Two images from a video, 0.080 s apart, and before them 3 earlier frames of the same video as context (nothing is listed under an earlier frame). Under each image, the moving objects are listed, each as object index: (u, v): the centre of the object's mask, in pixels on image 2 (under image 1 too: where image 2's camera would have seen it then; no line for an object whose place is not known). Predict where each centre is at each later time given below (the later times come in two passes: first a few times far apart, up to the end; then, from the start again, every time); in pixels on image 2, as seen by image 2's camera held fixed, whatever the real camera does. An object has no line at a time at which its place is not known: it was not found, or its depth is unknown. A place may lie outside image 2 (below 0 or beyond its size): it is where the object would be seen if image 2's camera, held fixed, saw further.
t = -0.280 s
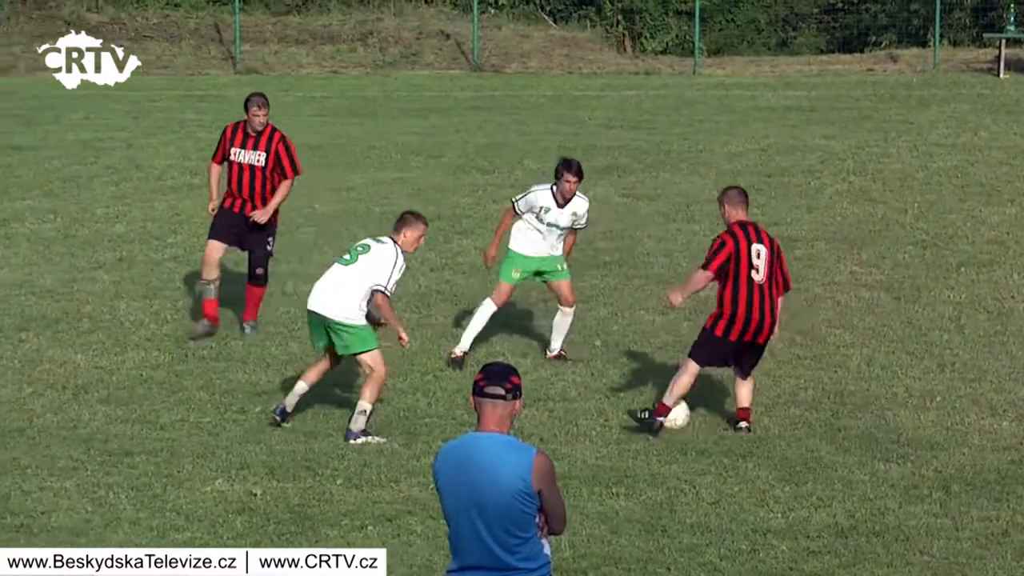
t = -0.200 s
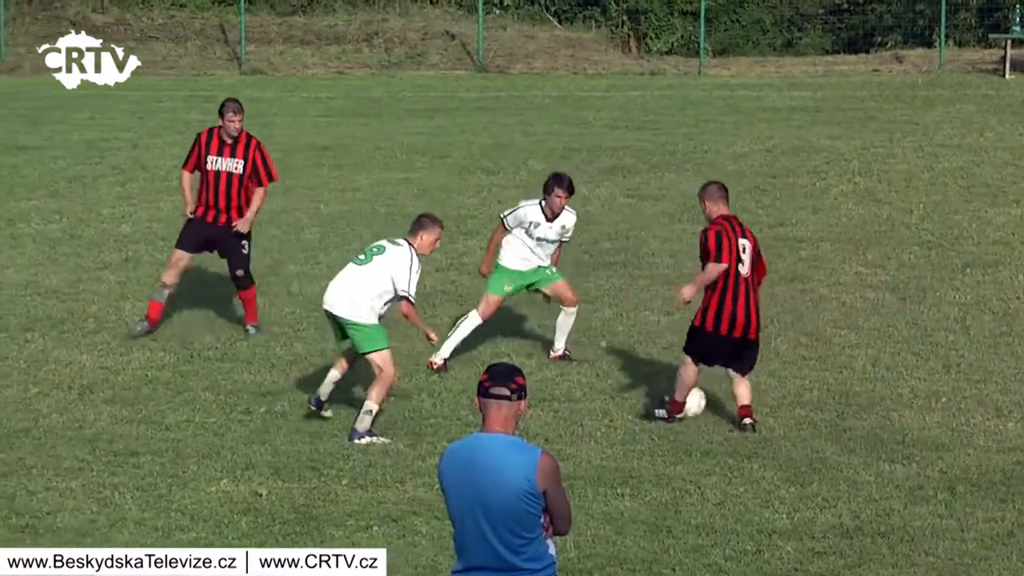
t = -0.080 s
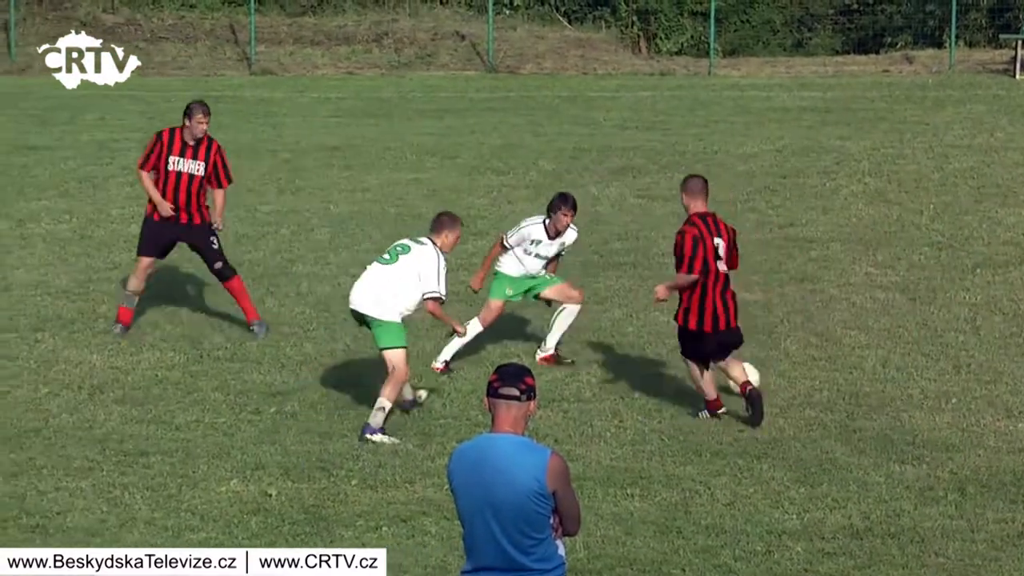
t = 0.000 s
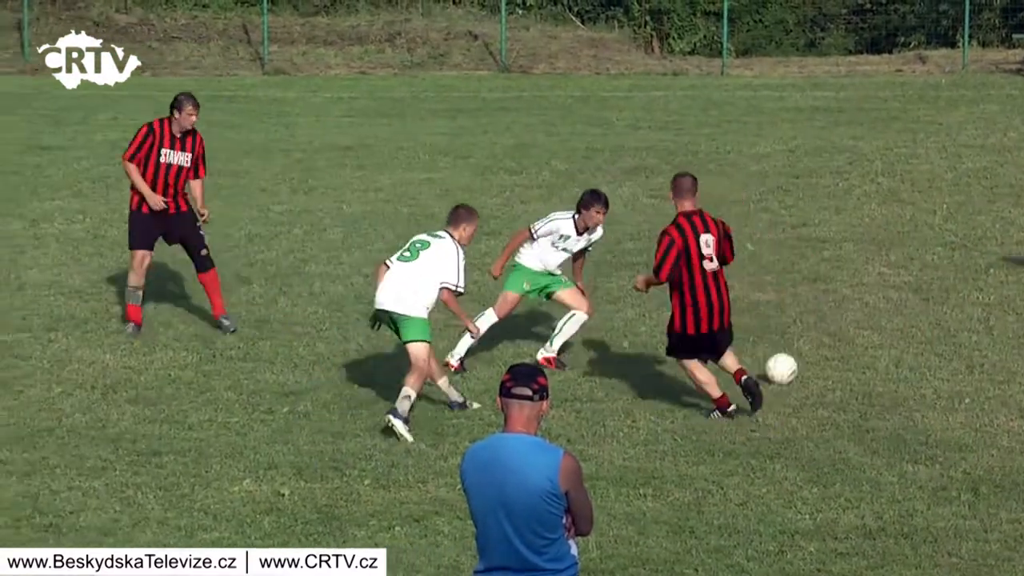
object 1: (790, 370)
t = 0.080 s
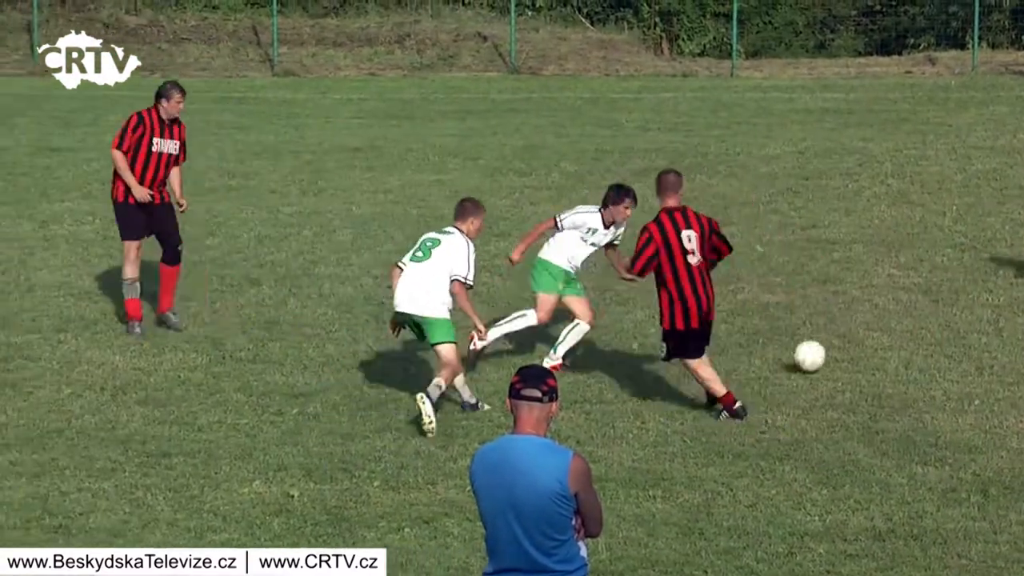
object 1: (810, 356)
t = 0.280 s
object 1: (853, 336)
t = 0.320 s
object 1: (860, 333)
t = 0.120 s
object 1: (819, 353)
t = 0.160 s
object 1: (828, 351)
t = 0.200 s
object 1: (837, 347)
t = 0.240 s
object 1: (845, 341)
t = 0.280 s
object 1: (853, 336)
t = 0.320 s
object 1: (860, 333)
